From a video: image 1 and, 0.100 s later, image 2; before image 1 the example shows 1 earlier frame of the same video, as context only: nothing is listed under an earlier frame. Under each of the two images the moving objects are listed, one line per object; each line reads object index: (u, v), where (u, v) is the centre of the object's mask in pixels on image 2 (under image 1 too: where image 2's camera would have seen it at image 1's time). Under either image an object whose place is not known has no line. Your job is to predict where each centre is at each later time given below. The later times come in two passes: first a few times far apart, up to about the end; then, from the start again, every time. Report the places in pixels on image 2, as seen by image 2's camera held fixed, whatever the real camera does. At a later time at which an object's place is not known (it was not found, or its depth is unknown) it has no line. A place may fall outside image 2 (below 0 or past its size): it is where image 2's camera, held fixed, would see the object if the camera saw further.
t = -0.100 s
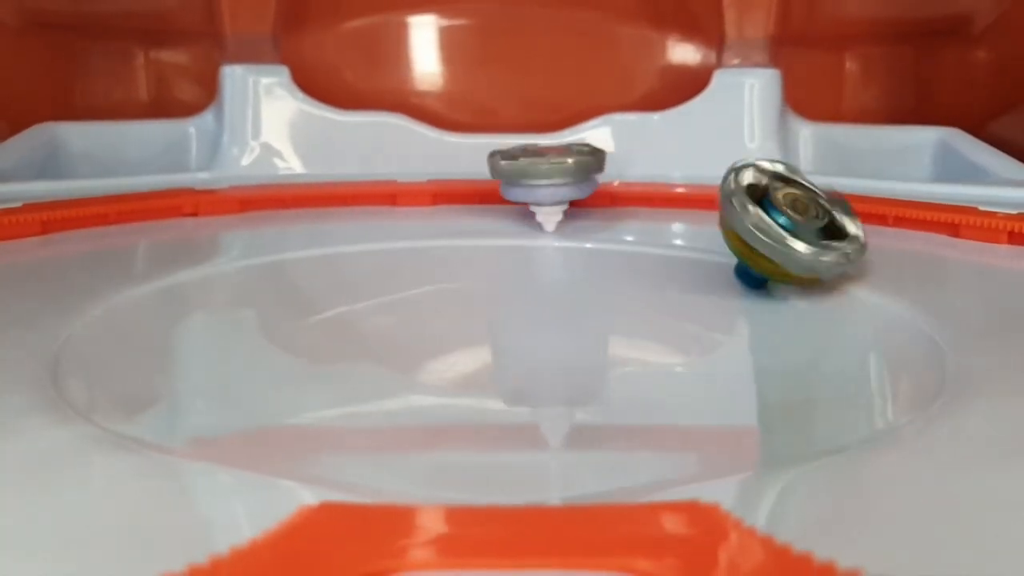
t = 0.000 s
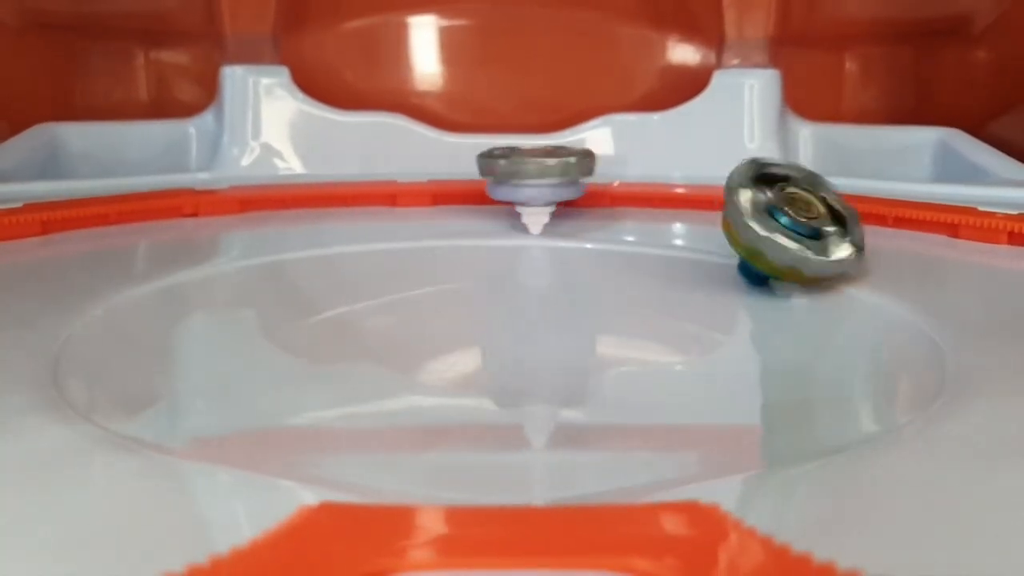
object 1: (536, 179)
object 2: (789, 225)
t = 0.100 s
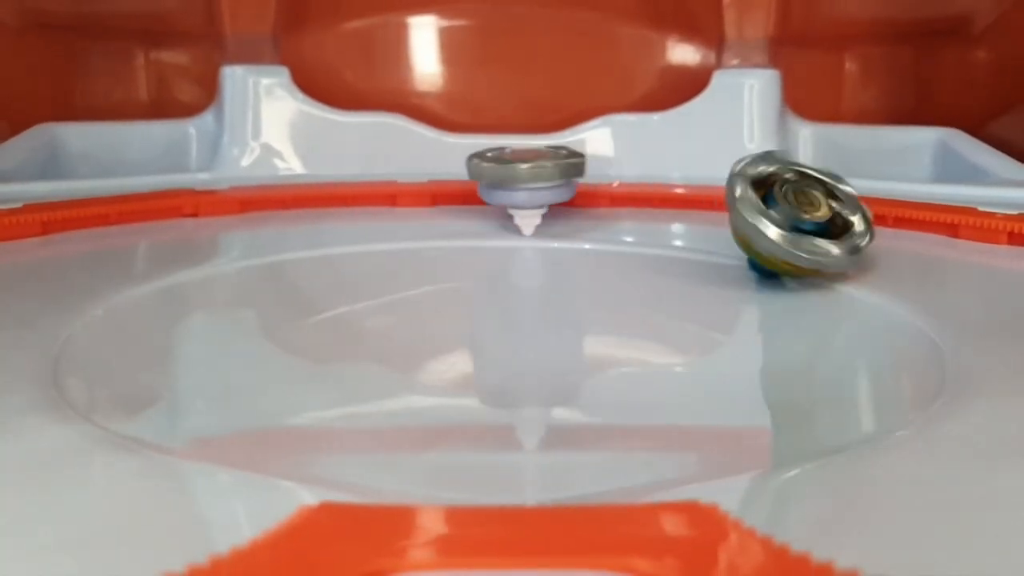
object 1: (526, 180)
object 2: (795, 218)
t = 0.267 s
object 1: (508, 182)
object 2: (798, 204)
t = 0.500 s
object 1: (479, 191)
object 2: (801, 201)
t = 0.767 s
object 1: (444, 195)
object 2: (812, 190)
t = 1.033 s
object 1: (412, 202)
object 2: (819, 192)
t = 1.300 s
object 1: (383, 209)
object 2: (829, 185)
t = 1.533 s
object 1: (358, 216)
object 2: (834, 188)
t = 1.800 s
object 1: (337, 226)
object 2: (839, 187)
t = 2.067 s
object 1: (318, 233)
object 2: (841, 191)
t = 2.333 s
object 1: (300, 244)
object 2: (851, 193)
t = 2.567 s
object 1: (288, 254)
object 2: (856, 197)
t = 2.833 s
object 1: (280, 264)
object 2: (859, 203)
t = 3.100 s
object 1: (280, 274)
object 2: (862, 208)
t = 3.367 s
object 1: (289, 282)
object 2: (857, 207)
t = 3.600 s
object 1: (301, 289)
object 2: (857, 215)
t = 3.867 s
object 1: (323, 297)
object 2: (843, 215)
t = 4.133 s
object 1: (349, 304)
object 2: (827, 229)
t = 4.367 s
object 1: (375, 308)
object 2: (799, 232)
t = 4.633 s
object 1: (409, 312)
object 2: (765, 243)
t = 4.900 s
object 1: (430, 312)
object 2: (724, 249)
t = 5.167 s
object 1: (444, 314)
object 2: (683, 254)
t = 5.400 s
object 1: (453, 313)
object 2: (646, 254)
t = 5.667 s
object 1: (463, 311)
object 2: (606, 253)
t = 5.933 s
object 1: (472, 310)
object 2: (572, 239)
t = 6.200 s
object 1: (480, 309)
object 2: (536, 230)
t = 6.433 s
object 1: (488, 307)
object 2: (507, 224)
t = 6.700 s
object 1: (497, 306)
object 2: (482, 219)
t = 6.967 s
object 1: (504, 304)
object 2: (462, 213)
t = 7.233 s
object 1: (509, 302)
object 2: (448, 213)
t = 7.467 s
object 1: (511, 300)
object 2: (442, 206)
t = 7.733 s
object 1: (514, 298)
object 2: (437, 203)
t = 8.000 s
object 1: (516, 296)
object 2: (443, 201)
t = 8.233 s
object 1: (521, 294)
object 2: (449, 201)
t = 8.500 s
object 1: (527, 291)
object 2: (459, 198)
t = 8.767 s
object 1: (531, 290)
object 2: (465, 199)
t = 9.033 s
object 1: (532, 288)
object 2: (469, 198)
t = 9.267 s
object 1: (532, 286)
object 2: (472, 201)
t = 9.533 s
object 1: (533, 286)
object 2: (483, 203)
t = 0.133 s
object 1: (523, 180)
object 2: (796, 214)
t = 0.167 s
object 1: (519, 180)
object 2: (796, 211)
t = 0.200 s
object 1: (515, 181)
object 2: (798, 208)
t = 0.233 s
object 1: (510, 181)
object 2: (798, 206)
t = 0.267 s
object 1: (508, 182)
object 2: (798, 204)
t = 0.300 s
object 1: (504, 183)
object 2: (799, 203)
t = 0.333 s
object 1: (500, 183)
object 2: (798, 203)
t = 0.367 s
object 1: (496, 184)
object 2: (798, 203)
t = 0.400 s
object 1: (492, 186)
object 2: (798, 202)
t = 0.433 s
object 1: (487, 187)
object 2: (798, 202)
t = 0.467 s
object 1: (483, 188)
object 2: (800, 202)
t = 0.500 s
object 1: (479, 191)
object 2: (801, 201)
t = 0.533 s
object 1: (475, 191)
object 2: (803, 198)
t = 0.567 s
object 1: (471, 192)
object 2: (805, 197)
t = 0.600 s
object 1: (466, 192)
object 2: (806, 195)
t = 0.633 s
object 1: (461, 193)
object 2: (807, 194)
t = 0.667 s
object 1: (456, 194)
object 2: (808, 192)
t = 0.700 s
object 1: (452, 194)
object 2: (809, 191)
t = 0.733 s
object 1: (448, 194)
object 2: (811, 190)
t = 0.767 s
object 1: (444, 195)
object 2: (812, 190)
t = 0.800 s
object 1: (439, 195)
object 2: (812, 191)
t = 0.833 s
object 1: (435, 196)
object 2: (812, 191)
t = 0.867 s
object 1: (430, 198)
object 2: (813, 192)
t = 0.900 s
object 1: (426, 199)
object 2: (813, 192)
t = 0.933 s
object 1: (423, 201)
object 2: (815, 192)
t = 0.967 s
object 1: (420, 200)
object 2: (816, 192)
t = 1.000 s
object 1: (416, 201)
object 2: (818, 192)
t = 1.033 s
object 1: (412, 202)
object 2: (819, 192)
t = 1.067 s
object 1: (408, 203)
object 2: (821, 191)
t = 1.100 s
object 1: (404, 204)
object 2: (822, 189)
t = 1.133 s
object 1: (401, 205)
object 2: (823, 188)
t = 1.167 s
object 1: (397, 206)
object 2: (825, 186)
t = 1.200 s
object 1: (394, 205)
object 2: (826, 185)
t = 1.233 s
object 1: (391, 207)
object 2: (827, 185)
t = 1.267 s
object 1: (387, 208)
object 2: (828, 185)
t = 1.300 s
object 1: (383, 209)
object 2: (829, 185)
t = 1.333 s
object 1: (378, 210)
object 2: (829, 185)
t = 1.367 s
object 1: (376, 211)
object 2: (830, 185)
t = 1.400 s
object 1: (372, 211)
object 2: (832, 186)
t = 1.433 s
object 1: (370, 212)
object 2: (833, 187)
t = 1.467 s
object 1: (366, 213)
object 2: (834, 188)
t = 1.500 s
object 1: (362, 215)
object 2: (834, 189)
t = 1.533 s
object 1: (358, 216)
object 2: (834, 188)
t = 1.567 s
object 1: (356, 217)
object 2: (834, 188)
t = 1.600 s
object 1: (353, 218)
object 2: (835, 189)
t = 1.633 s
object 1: (351, 218)
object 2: (836, 188)
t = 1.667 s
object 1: (348, 220)
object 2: (837, 189)
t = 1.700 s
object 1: (345, 221)
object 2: (838, 187)
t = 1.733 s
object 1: (341, 223)
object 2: (839, 187)
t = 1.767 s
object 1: (338, 224)
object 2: (839, 187)
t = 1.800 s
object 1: (337, 226)
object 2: (839, 187)
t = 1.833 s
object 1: (334, 225)
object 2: (839, 187)
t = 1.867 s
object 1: (333, 226)
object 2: (839, 187)
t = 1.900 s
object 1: (330, 227)
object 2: (840, 188)
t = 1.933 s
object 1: (326, 230)
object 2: (840, 189)
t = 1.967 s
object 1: (323, 231)
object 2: (841, 189)
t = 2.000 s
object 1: (322, 233)
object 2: (840, 189)
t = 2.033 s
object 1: (319, 234)
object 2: (840, 190)
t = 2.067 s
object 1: (318, 233)
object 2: (841, 191)
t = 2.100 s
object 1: (316, 235)
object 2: (841, 193)
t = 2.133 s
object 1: (313, 237)
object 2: (843, 193)
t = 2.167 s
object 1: (310, 239)
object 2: (846, 194)
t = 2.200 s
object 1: (307, 239)
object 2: (847, 194)
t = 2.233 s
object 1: (306, 241)
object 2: (847, 195)
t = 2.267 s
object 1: (304, 241)
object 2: (848, 194)
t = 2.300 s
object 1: (302, 242)
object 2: (849, 194)
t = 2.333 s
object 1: (300, 244)
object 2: (851, 193)
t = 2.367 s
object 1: (296, 246)
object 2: (852, 193)
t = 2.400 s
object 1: (294, 248)
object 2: (853, 193)
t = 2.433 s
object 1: (292, 249)
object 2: (854, 193)
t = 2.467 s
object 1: (291, 250)
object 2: (855, 194)
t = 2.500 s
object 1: (290, 250)
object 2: (856, 196)
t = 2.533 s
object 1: (289, 252)
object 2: (856, 197)
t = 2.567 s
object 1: (288, 254)
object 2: (856, 197)
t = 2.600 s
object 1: (285, 256)
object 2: (856, 197)
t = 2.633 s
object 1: (284, 257)
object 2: (855, 198)
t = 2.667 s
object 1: (285, 257)
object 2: (856, 200)
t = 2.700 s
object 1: (284, 258)
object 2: (856, 202)
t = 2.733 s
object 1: (284, 258)
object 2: (856, 203)
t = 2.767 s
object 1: (283, 260)
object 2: (856, 204)
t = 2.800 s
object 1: (282, 262)
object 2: (857, 204)
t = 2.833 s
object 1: (280, 264)
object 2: (859, 203)
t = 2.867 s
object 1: (280, 265)
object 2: (857, 204)
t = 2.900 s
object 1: (281, 266)
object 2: (857, 203)
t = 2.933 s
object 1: (281, 266)
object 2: (859, 202)
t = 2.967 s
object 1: (281, 266)
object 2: (860, 202)
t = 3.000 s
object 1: (281, 269)
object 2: (861, 204)
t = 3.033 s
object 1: (280, 271)
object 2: (861, 205)
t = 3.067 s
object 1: (280, 273)
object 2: (861, 206)
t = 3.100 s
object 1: (280, 274)
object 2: (862, 208)
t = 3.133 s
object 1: (282, 275)
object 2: (862, 210)
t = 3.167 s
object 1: (283, 275)
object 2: (861, 210)
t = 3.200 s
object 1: (284, 277)
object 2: (860, 210)
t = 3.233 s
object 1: (285, 279)
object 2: (859, 210)
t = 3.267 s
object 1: (284, 281)
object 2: (858, 210)
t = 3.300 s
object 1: (286, 282)
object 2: (857, 209)
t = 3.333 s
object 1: (288, 282)
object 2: (857, 207)
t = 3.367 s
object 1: (289, 282)
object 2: (857, 207)
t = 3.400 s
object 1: (292, 283)
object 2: (857, 208)
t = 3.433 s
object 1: (293, 285)
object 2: (858, 209)
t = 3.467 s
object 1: (295, 287)
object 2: (858, 209)
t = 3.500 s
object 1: (296, 288)
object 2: (859, 210)
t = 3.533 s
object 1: (297, 289)
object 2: (858, 211)
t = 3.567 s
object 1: (300, 289)
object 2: (857, 213)
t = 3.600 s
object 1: (301, 289)
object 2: (857, 215)
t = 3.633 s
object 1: (304, 289)
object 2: (856, 216)
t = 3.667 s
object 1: (306, 291)
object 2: (854, 216)
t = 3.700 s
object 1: (307, 294)
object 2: (852, 216)
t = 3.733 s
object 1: (309, 296)
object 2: (850, 216)
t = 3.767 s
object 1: (312, 296)
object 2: (848, 215)
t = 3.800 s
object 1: (315, 297)
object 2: (846, 215)
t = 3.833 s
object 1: (319, 296)
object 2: (844, 215)
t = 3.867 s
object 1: (323, 297)
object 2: (843, 215)
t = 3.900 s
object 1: (326, 299)
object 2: (841, 216)
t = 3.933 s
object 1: (327, 301)
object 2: (840, 217)
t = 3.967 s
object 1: (331, 301)
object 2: (838, 218)
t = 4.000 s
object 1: (335, 301)
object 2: (837, 220)
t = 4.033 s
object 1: (338, 302)
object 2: (835, 222)
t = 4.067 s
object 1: (341, 301)
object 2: (833, 225)
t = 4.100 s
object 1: (345, 303)
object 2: (830, 228)
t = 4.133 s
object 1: (349, 304)
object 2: (827, 229)
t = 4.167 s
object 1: (351, 306)
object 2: (823, 230)
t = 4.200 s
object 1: (354, 306)
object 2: (819, 230)
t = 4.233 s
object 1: (359, 306)
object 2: (816, 231)
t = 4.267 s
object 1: (362, 306)
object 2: (812, 232)
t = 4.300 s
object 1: (366, 305)
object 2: (808, 232)
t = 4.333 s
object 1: (372, 307)
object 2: (803, 232)
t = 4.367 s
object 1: (375, 308)
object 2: (799, 232)
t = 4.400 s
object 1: (378, 310)
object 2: (794, 234)
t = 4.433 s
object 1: (382, 309)
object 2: (791, 235)
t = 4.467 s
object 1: (387, 309)
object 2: (786, 235)
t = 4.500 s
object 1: (393, 309)
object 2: (783, 236)
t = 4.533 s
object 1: (399, 309)
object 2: (780, 237)
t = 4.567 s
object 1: (402, 310)
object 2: (775, 238)
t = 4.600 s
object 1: (405, 311)
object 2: (770, 240)
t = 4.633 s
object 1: (409, 312)
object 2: (765, 243)
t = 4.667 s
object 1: (411, 311)
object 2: (760, 246)
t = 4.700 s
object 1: (415, 312)
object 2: (755, 246)
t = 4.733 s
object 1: (418, 312)
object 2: (751, 247)
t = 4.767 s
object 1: (422, 312)
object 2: (746, 247)
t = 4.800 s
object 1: (425, 313)
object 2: (741, 248)
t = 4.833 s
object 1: (426, 312)
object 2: (735, 248)
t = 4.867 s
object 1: (429, 313)
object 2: (730, 248)
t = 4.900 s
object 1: (430, 312)
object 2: (724, 249)
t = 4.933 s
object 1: (432, 313)
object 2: (719, 250)
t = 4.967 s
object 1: (435, 313)
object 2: (714, 250)
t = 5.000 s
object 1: (438, 313)
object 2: (709, 251)
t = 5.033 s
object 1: (440, 313)
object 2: (705, 252)
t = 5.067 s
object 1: (439, 313)
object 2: (700, 253)
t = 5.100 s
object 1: (442, 313)
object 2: (694, 253)
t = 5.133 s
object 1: (442, 313)
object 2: (688, 254)
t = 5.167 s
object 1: (444, 314)
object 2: (683, 254)
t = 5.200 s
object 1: (446, 313)
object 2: (677, 255)
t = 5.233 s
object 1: (448, 313)
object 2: (672, 255)
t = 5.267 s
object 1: (449, 312)
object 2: (667, 255)
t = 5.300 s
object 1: (448, 312)
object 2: (662, 255)
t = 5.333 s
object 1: (450, 313)
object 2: (657, 255)
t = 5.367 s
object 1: (451, 312)
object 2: (652, 254)
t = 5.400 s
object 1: (453, 313)
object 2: (646, 254)
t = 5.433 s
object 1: (455, 312)
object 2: (641, 255)
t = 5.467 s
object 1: (456, 313)
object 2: (636, 254)
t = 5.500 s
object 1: (457, 312)
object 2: (632, 255)
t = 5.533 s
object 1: (457, 312)
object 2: (627, 255)
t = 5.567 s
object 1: (457, 312)
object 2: (622, 255)
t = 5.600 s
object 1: (459, 312)
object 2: (616, 254)
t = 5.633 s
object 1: (460, 312)
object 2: (611, 254)
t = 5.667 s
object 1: (463, 311)
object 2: (606, 253)
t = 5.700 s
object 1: (464, 312)
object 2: (602, 253)
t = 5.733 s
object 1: (465, 311)
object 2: (597, 251)
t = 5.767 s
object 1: (465, 311)
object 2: (593, 250)
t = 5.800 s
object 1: (466, 311)
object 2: (590, 249)
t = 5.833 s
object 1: (468, 310)
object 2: (586, 247)
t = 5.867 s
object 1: (469, 311)
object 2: (582, 244)
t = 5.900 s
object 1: (471, 309)
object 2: (578, 240)
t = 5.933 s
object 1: (472, 310)
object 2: (572, 239)
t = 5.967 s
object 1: (472, 310)
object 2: (569, 238)
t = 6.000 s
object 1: (473, 309)
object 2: (565, 237)
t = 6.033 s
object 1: (473, 309)
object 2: (561, 236)
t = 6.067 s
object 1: (476, 309)
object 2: (555, 235)
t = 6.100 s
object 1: (476, 309)
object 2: (551, 235)
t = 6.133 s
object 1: (479, 308)
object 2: (545, 232)
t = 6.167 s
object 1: (480, 309)
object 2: (541, 231)
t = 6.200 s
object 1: (480, 309)
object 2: (536, 230)
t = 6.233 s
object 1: (481, 309)
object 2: (532, 229)
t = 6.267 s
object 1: (482, 308)
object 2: (527, 228)
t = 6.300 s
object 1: (483, 308)
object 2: (523, 227)
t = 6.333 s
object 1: (485, 307)
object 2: (519, 227)
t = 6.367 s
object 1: (488, 307)
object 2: (515, 226)
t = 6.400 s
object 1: (489, 308)
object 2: (511, 225)
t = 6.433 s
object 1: (488, 307)
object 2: (507, 224)
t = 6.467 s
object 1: (490, 307)
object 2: (503, 223)
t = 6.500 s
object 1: (490, 307)
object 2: (500, 223)
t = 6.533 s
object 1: (492, 307)
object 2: (497, 223)
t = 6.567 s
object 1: (494, 306)
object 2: (495, 222)
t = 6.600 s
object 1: (496, 306)
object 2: (491, 221)
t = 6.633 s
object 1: (496, 306)
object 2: (489, 220)
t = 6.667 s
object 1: (495, 305)
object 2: (485, 219)
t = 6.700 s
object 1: (497, 306)
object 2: (482, 219)
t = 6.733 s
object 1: (498, 305)
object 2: (480, 218)
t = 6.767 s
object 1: (499, 305)
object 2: (477, 218)
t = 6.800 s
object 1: (500, 304)
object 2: (475, 217)
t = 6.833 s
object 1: (502, 304)
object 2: (472, 217)
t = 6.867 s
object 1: (503, 303)
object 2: (470, 215)
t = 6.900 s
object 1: (502, 304)
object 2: (468, 215)
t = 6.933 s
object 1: (503, 304)
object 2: (465, 214)
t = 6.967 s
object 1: (504, 304)
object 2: (462, 213)
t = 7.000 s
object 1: (505, 304)
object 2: (461, 212)
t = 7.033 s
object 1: (506, 303)
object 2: (460, 212)
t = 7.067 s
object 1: (507, 303)
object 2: (458, 212)
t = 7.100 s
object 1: (507, 302)
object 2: (456, 211)
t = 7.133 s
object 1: (507, 303)
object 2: (452, 212)
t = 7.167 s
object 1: (507, 303)
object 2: (452, 212)
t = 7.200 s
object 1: (508, 303)
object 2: (450, 212)
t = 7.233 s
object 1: (509, 302)
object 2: (448, 213)
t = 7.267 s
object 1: (510, 302)
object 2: (447, 212)
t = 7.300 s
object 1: (511, 302)
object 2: (445, 211)
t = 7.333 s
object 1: (511, 301)
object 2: (444, 210)
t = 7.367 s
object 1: (511, 302)
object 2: (444, 210)
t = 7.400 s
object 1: (510, 301)
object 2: (444, 208)
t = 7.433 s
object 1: (511, 301)
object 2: (443, 207)
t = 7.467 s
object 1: (511, 300)
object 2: (442, 206)
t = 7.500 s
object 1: (512, 300)
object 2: (441, 204)
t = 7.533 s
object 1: (512, 300)
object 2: (440, 203)
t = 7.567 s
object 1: (512, 299)
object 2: (439, 203)
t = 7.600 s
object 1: (511, 299)
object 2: (438, 203)
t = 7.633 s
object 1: (512, 299)
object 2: (437, 203)
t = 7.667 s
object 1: (512, 299)
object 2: (437, 203)
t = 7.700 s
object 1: (513, 298)
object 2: (436, 202)
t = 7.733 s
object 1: (514, 298)
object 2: (437, 203)
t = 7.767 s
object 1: (514, 298)
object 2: (437, 202)
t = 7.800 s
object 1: (514, 297)
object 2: (437, 203)
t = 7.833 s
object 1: (514, 297)
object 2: (437, 203)
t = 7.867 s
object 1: (514, 297)
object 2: (438, 202)
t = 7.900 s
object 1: (515, 297)
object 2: (438, 202)
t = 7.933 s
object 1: (516, 296)
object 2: (440, 203)
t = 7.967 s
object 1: (517, 296)
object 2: (441, 202)
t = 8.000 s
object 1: (516, 296)
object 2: (443, 201)
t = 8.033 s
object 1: (517, 296)
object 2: (444, 200)
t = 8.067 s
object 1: (517, 296)
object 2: (445, 200)
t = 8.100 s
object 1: (517, 295)
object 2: (446, 199)
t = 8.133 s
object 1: (518, 295)
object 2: (446, 199)
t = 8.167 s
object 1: (519, 294)
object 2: (447, 198)
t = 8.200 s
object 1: (520, 294)
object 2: (448, 200)
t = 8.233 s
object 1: (521, 294)
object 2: (449, 201)
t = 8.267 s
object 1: (522, 294)
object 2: (450, 202)
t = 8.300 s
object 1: (521, 294)
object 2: (452, 201)
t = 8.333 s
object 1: (523, 293)
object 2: (453, 201)
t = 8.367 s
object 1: (524, 294)
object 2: (455, 201)
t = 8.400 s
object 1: (525, 293)
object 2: (456, 200)
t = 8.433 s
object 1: (527, 292)
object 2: (457, 199)
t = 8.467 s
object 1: (527, 293)
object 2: (459, 198)
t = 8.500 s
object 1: (527, 291)
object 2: (459, 198)
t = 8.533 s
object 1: (528, 293)
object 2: (461, 199)
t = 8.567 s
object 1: (527, 291)
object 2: (462, 198)
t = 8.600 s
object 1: (529, 292)
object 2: (462, 200)
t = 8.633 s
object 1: (529, 291)
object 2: (463, 200)
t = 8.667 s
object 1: (531, 290)
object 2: (462, 199)
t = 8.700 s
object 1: (530, 291)
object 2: (463, 198)
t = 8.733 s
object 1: (530, 289)
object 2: (464, 199)
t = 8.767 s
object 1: (531, 290)
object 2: (465, 199)
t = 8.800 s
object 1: (530, 289)
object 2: (466, 199)
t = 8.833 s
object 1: (530, 290)
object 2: (468, 199)
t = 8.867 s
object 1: (530, 289)
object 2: (468, 198)
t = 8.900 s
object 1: (533, 288)
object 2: (468, 198)
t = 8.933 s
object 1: (532, 289)
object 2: (468, 197)
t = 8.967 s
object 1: (532, 288)
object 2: (468, 198)
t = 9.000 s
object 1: (531, 288)
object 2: (469, 198)
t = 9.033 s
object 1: (532, 288)
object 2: (469, 198)
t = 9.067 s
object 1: (532, 288)
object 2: (470, 199)
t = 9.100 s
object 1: (533, 288)
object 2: (470, 199)
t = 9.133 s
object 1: (533, 287)
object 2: (470, 199)
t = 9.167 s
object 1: (533, 287)
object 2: (470, 199)
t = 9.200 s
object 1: (532, 286)
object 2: (470, 200)
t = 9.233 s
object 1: (532, 286)
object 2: (471, 200)
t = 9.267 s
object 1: (532, 286)
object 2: (472, 201)
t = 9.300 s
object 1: (533, 287)
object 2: (473, 203)
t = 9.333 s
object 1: (532, 286)
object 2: (475, 202)
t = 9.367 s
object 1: (534, 287)
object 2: (476, 202)
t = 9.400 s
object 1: (532, 285)
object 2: (478, 201)
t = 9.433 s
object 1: (532, 286)
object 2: (480, 202)
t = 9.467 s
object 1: (532, 286)
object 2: (481, 203)
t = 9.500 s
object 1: (532, 286)
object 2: (482, 204)
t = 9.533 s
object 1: (533, 286)
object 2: (483, 203)
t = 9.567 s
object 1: (532, 285)
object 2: (485, 201)
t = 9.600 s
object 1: (532, 285)
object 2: (487, 201)
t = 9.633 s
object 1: (531, 284)
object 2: (489, 199)
